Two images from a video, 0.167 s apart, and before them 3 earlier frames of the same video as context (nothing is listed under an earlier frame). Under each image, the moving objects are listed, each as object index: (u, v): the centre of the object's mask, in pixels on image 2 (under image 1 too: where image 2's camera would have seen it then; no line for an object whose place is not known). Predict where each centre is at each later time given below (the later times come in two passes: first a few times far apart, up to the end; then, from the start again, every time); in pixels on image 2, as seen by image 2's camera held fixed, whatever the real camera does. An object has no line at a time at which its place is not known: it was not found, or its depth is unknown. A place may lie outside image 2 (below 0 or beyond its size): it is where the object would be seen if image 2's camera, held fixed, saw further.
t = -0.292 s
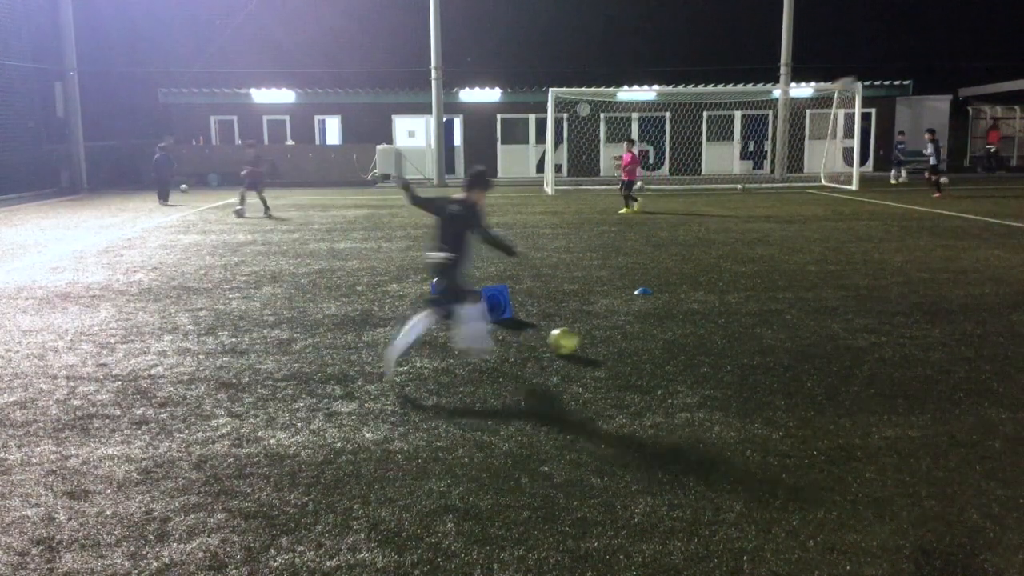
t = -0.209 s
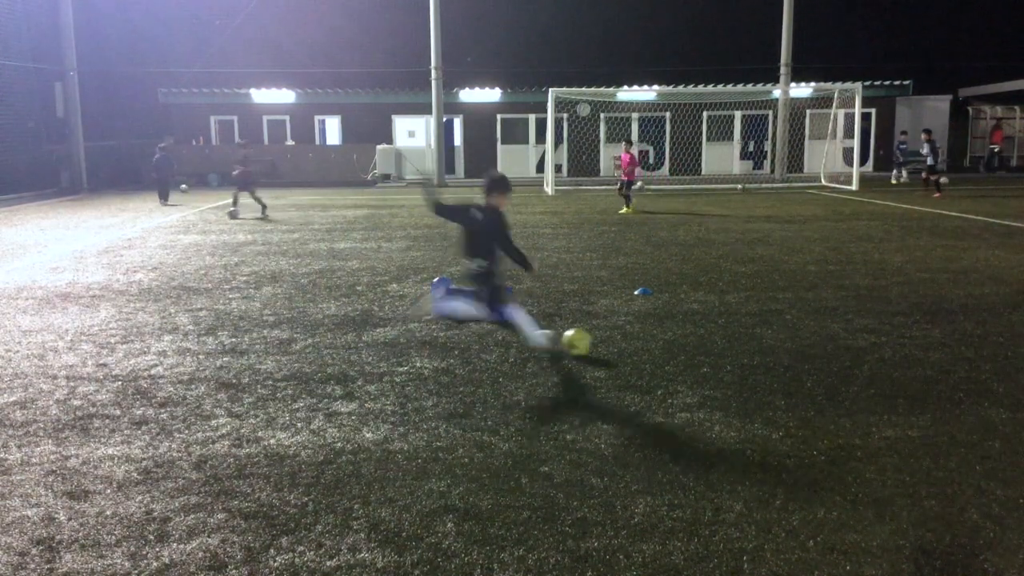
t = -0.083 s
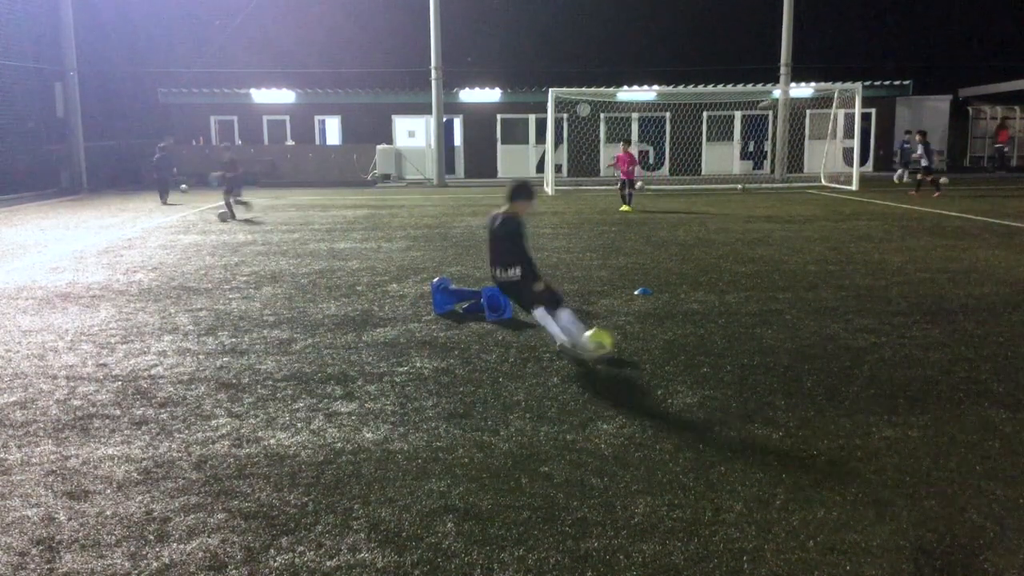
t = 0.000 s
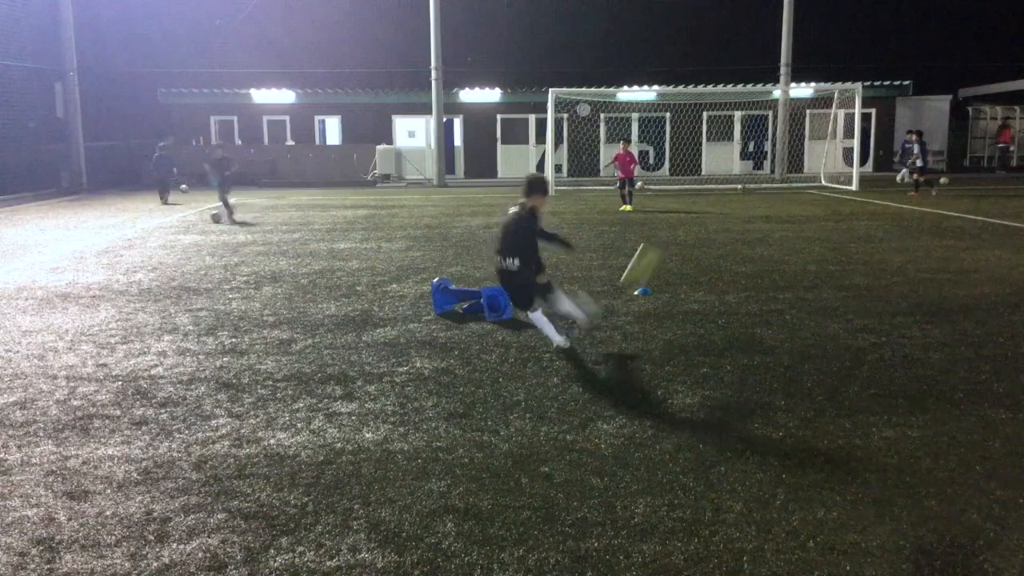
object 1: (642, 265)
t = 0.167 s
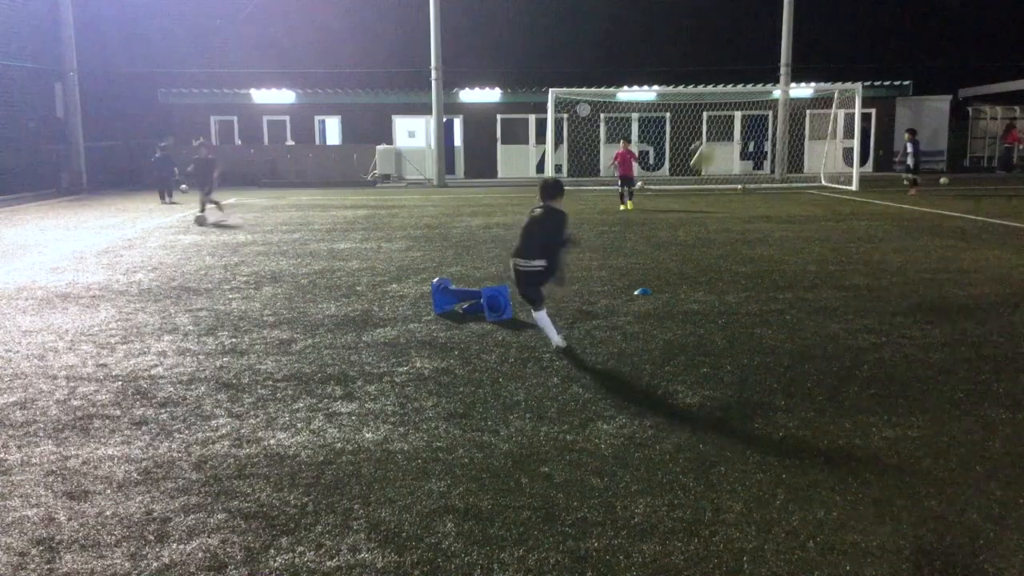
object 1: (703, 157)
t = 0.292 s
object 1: (731, 114)
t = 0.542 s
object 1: (764, 76)
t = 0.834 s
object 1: (778, 77)
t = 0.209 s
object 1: (714, 142)
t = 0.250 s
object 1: (722, 128)
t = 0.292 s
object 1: (731, 114)
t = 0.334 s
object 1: (739, 104)
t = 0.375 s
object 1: (745, 95)
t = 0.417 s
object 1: (750, 88)
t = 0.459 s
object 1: (756, 82)
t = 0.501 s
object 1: (760, 78)
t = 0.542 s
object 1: (764, 76)
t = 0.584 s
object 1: (767, 74)
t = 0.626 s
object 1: (770, 72)
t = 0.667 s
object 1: (773, 72)
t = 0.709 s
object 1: (775, 72)
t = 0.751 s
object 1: (776, 73)
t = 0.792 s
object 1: (777, 75)
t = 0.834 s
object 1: (778, 77)
